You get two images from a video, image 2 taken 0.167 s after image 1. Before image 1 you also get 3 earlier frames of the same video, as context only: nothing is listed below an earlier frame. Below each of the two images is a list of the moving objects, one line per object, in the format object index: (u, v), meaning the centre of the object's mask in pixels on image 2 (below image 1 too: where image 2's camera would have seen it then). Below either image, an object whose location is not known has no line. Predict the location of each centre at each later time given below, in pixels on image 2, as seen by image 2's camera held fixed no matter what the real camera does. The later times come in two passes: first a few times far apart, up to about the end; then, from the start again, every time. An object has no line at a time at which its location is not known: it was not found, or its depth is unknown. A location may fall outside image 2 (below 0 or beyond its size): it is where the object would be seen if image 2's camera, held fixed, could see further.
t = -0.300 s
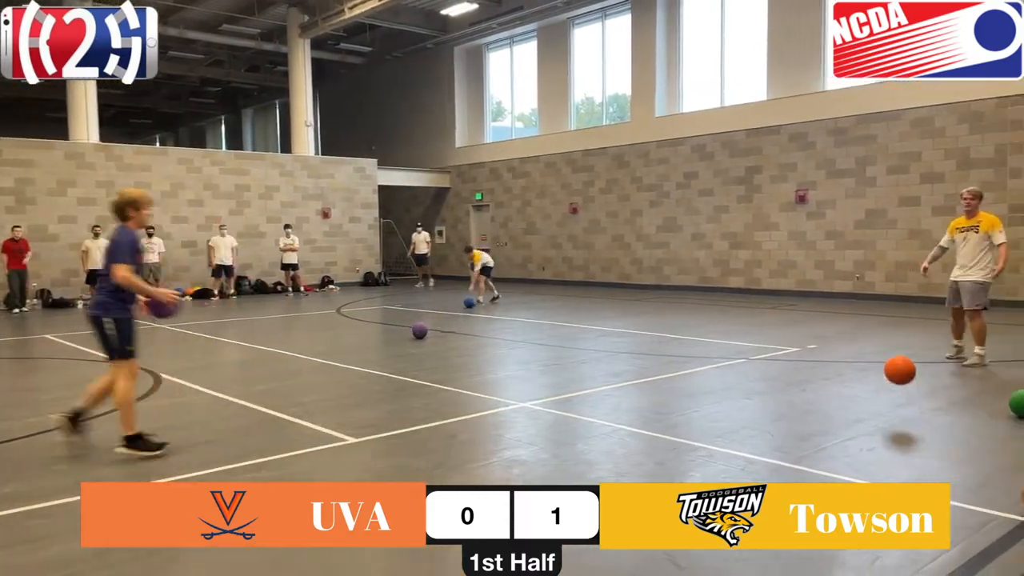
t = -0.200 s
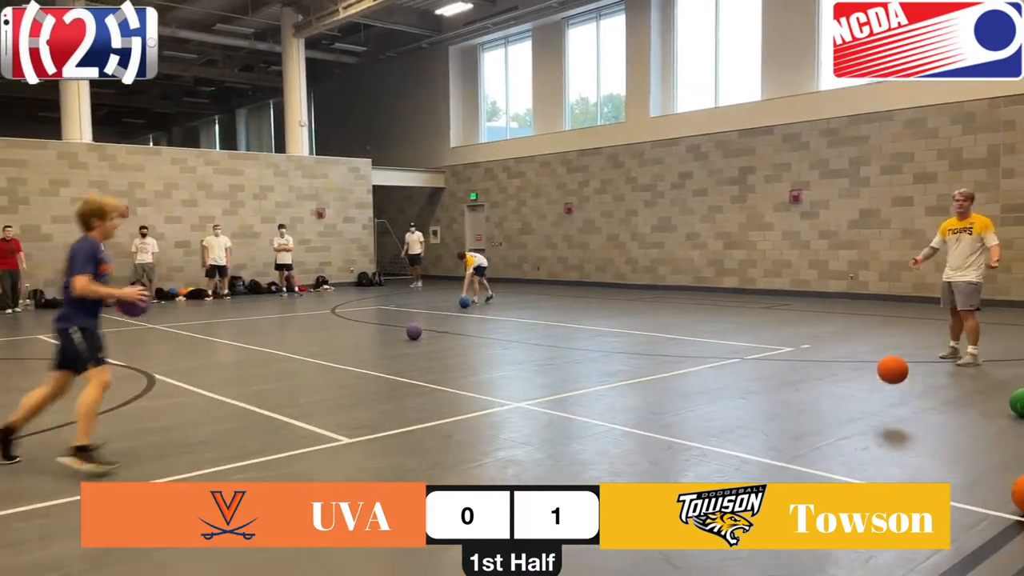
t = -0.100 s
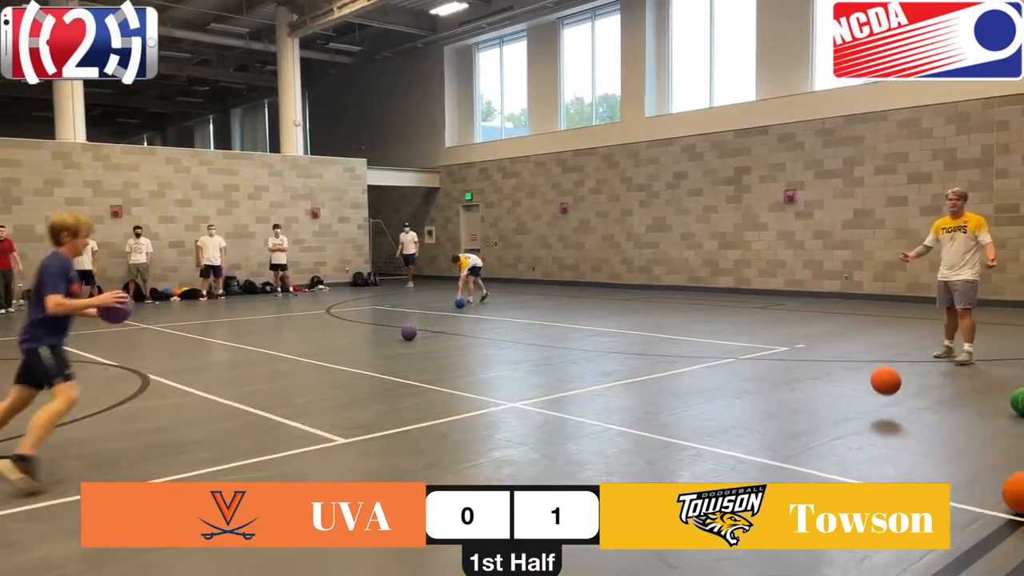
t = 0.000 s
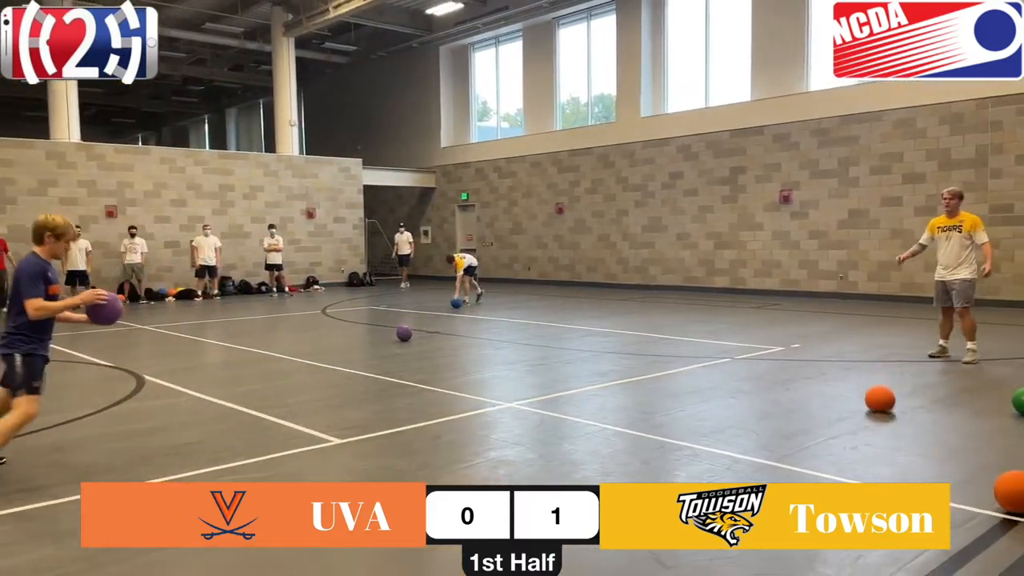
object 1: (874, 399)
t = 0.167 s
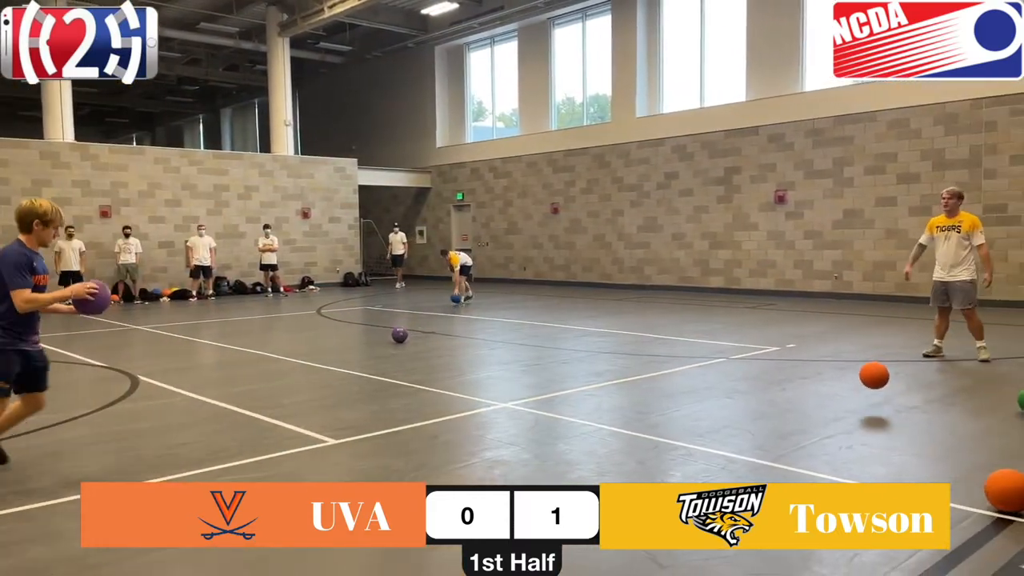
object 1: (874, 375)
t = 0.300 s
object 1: (873, 380)
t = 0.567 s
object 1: (873, 377)
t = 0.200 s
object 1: (874, 374)
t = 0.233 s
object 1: (874, 375)
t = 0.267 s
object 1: (874, 376)
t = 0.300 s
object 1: (873, 380)
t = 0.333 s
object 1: (873, 384)
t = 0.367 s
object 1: (873, 389)
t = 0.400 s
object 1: (873, 394)
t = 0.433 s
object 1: (873, 388)
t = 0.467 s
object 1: (873, 384)
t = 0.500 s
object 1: (873, 380)
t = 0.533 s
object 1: (873, 378)
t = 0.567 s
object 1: (873, 377)
